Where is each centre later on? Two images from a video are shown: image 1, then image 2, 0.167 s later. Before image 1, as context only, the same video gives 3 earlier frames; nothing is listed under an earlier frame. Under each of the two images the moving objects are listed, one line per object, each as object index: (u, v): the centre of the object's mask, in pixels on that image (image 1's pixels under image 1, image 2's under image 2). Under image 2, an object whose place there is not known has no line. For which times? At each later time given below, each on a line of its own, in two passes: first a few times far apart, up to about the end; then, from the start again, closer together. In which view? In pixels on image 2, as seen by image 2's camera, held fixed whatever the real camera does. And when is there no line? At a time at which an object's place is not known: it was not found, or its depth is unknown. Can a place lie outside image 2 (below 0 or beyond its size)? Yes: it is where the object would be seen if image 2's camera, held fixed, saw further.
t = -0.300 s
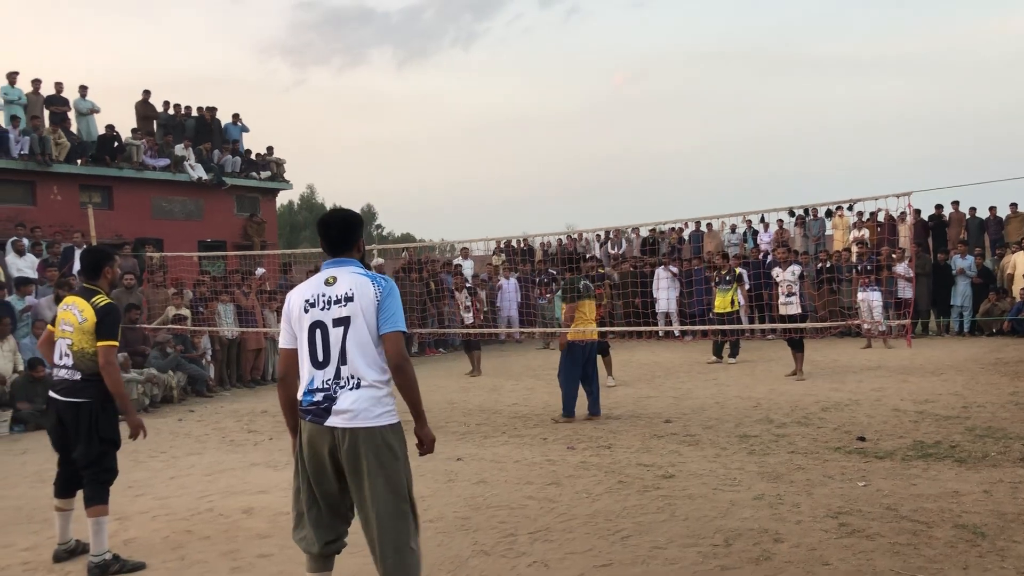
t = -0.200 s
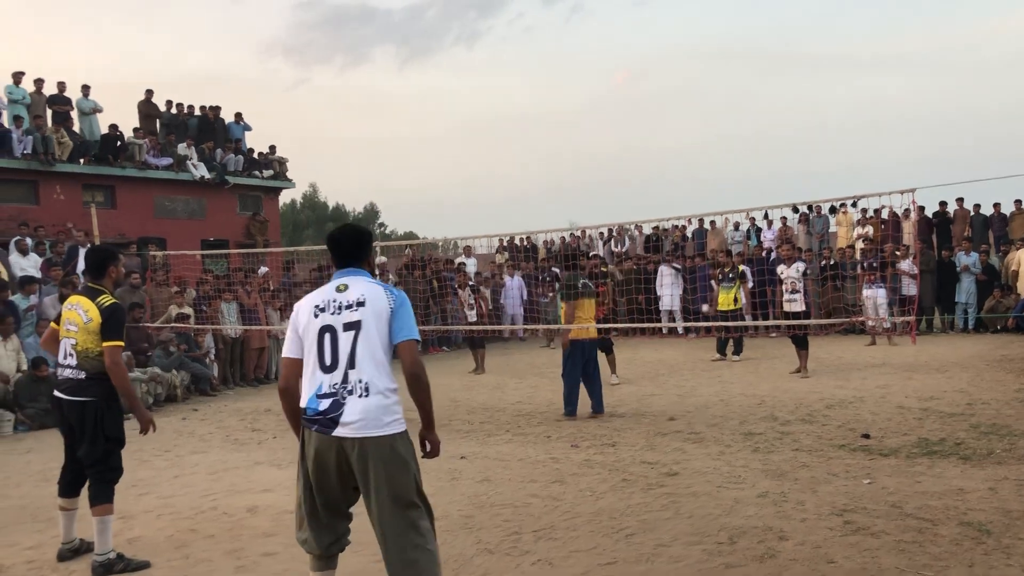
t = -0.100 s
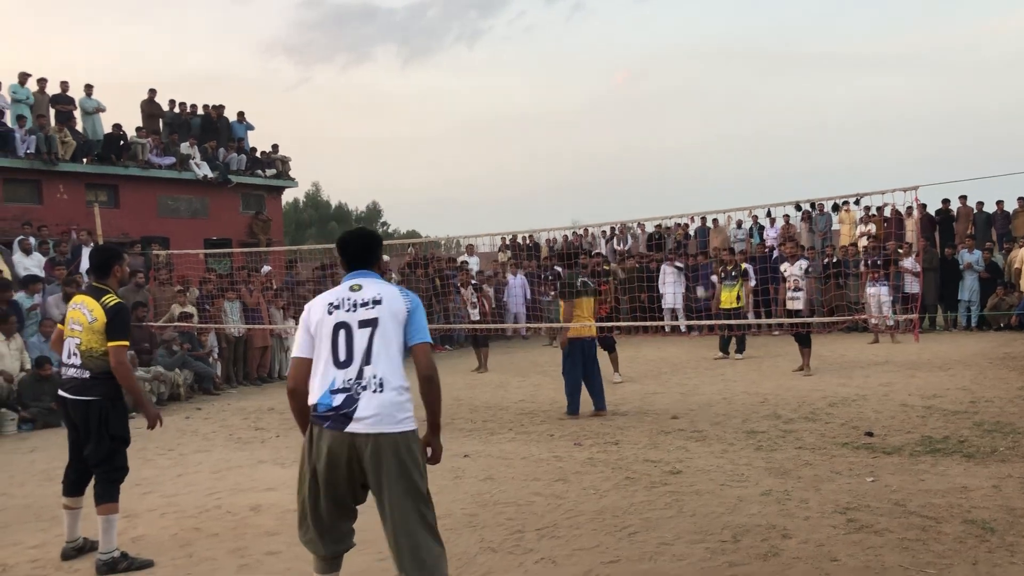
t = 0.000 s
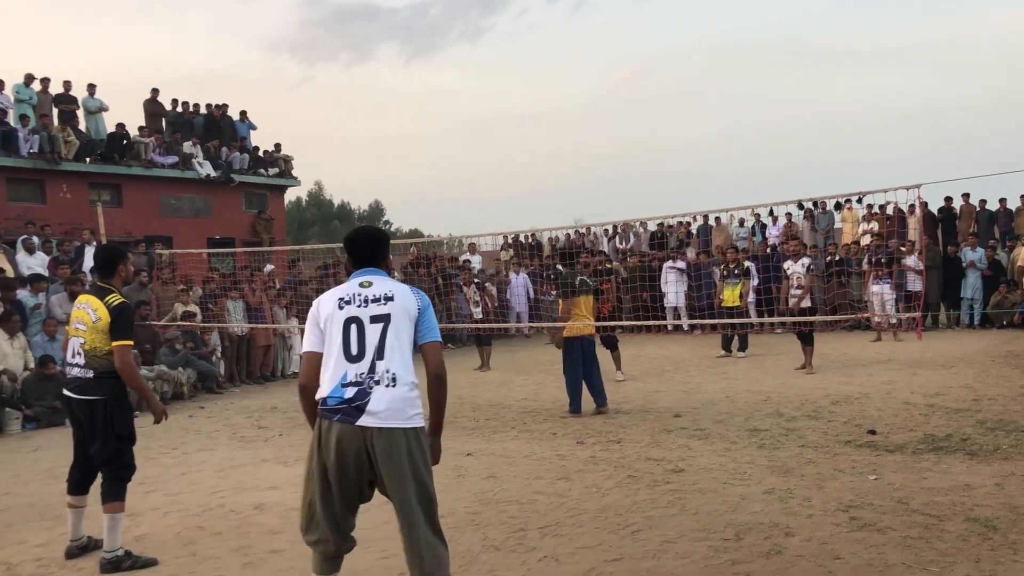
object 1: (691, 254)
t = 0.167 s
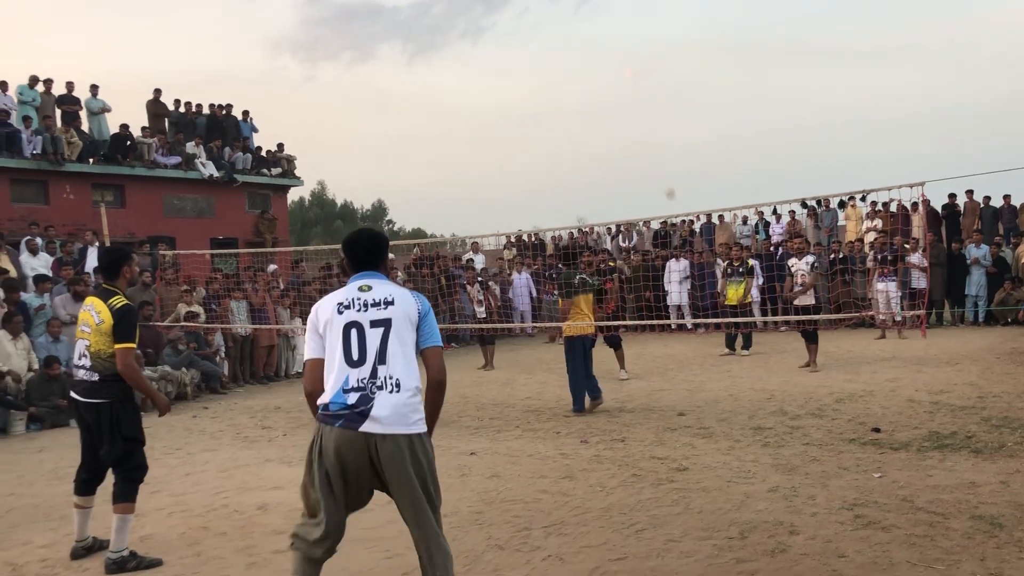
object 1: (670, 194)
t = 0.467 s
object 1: (612, 105)
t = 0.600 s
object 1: (574, 82)
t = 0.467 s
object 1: (612, 105)
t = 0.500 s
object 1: (604, 98)
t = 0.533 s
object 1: (594, 92)
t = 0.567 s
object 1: (584, 87)
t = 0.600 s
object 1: (574, 82)
